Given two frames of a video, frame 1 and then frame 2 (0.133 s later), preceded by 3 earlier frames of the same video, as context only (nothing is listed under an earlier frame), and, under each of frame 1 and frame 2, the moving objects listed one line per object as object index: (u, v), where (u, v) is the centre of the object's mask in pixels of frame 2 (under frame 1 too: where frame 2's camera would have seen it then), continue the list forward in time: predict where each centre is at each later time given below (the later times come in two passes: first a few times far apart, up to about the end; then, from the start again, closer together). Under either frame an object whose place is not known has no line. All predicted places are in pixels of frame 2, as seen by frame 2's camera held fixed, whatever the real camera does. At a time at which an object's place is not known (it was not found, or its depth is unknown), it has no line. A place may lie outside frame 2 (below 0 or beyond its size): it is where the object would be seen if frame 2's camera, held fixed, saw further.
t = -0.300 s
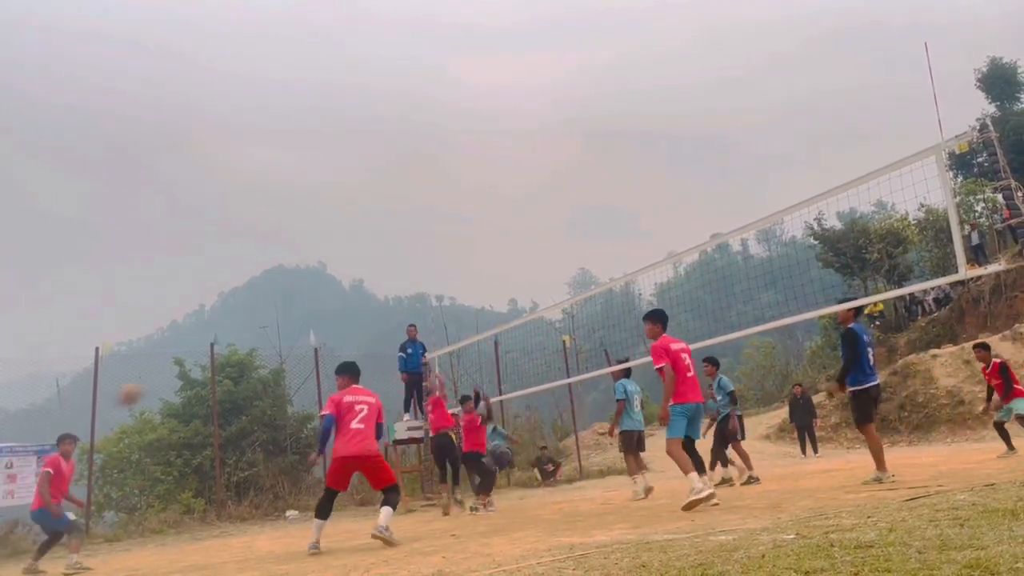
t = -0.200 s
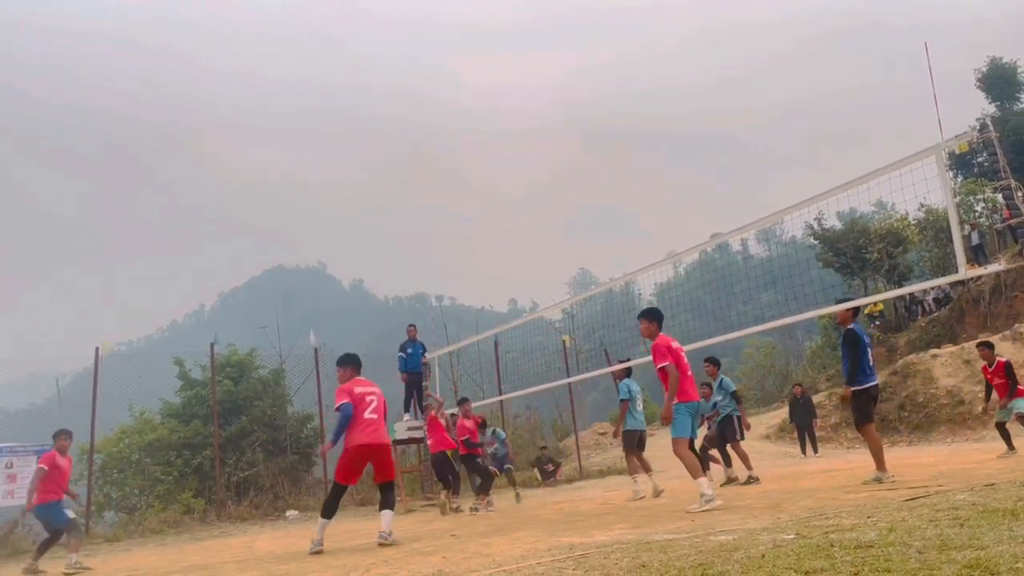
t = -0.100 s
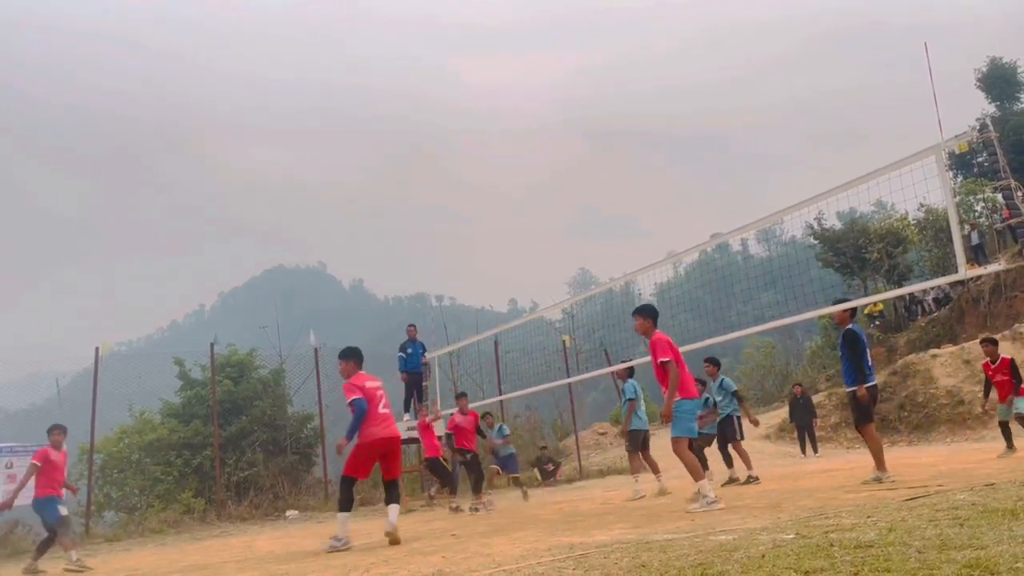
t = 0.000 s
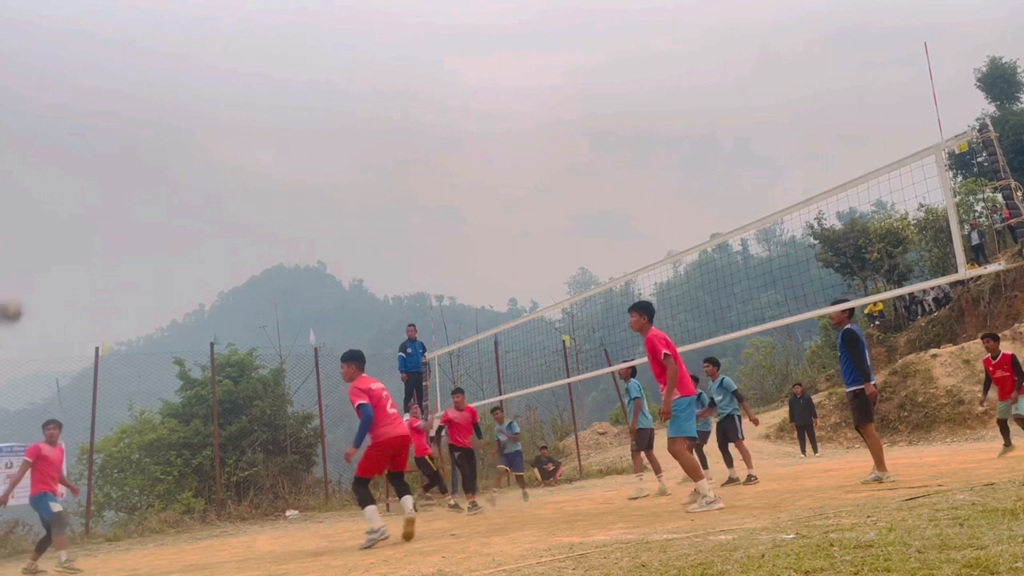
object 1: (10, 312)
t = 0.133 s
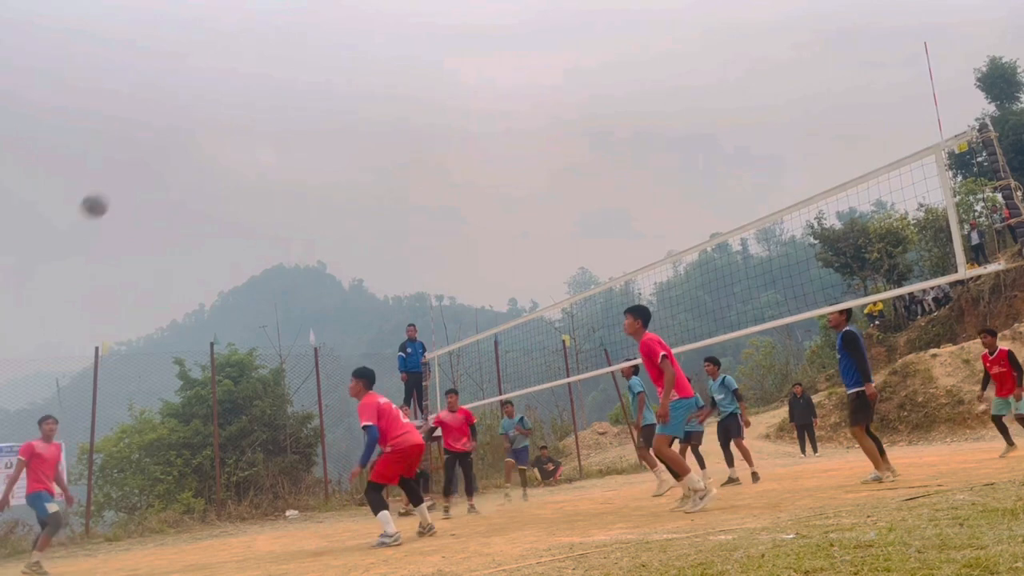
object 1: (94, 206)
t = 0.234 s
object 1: (152, 145)
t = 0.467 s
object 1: (270, 56)
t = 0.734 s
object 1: (391, 23)
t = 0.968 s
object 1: (495, 46)
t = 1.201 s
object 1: (600, 113)
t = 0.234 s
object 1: (152, 145)
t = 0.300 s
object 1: (187, 113)
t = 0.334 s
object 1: (204, 99)
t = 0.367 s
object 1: (220, 87)
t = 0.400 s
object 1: (237, 75)
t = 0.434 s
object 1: (254, 65)
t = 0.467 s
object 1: (270, 56)
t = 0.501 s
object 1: (285, 48)
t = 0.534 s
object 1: (301, 42)
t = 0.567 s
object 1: (316, 36)
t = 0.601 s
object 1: (332, 31)
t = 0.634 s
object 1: (347, 27)
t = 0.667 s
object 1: (362, 25)
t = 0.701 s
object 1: (376, 24)
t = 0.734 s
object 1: (391, 23)
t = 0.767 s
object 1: (406, 23)
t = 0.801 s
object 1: (421, 25)
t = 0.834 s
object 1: (436, 27)
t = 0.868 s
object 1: (450, 31)
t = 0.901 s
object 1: (465, 35)
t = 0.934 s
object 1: (480, 40)
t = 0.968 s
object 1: (495, 46)
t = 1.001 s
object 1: (510, 53)
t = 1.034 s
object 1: (525, 61)
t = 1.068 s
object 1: (539, 69)
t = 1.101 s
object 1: (554, 78)
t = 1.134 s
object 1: (569, 89)
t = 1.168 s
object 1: (584, 101)
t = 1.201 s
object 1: (600, 113)
